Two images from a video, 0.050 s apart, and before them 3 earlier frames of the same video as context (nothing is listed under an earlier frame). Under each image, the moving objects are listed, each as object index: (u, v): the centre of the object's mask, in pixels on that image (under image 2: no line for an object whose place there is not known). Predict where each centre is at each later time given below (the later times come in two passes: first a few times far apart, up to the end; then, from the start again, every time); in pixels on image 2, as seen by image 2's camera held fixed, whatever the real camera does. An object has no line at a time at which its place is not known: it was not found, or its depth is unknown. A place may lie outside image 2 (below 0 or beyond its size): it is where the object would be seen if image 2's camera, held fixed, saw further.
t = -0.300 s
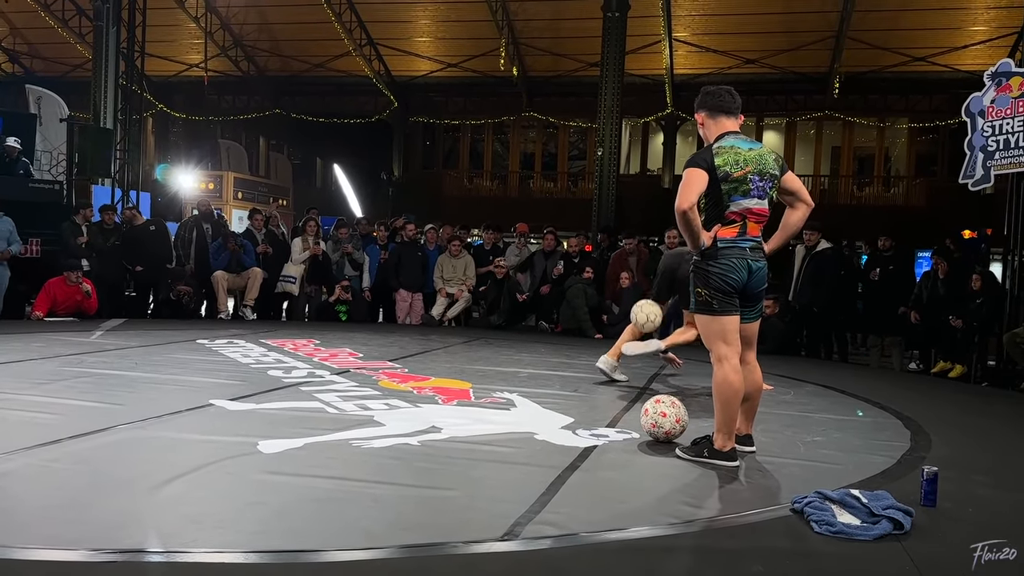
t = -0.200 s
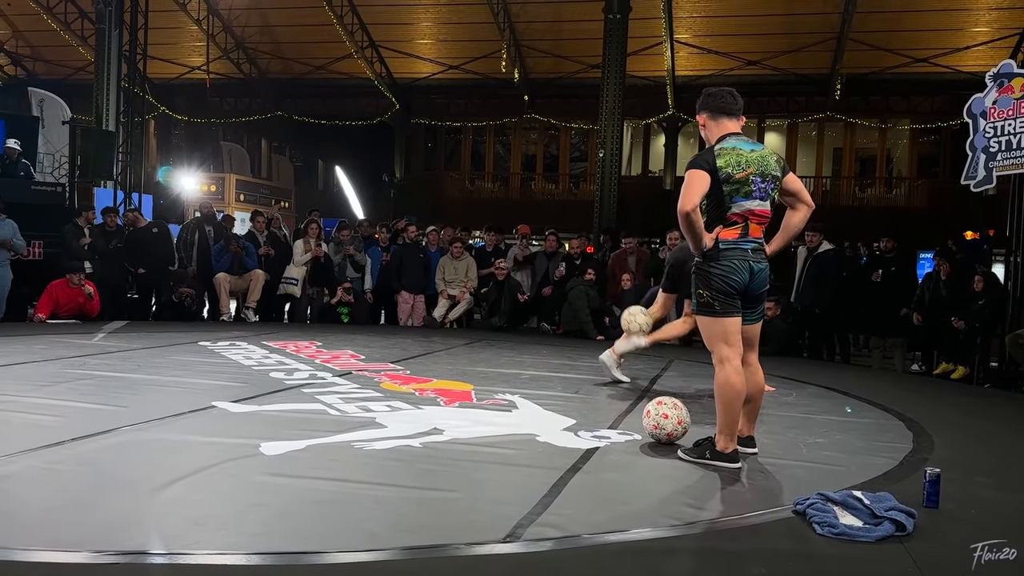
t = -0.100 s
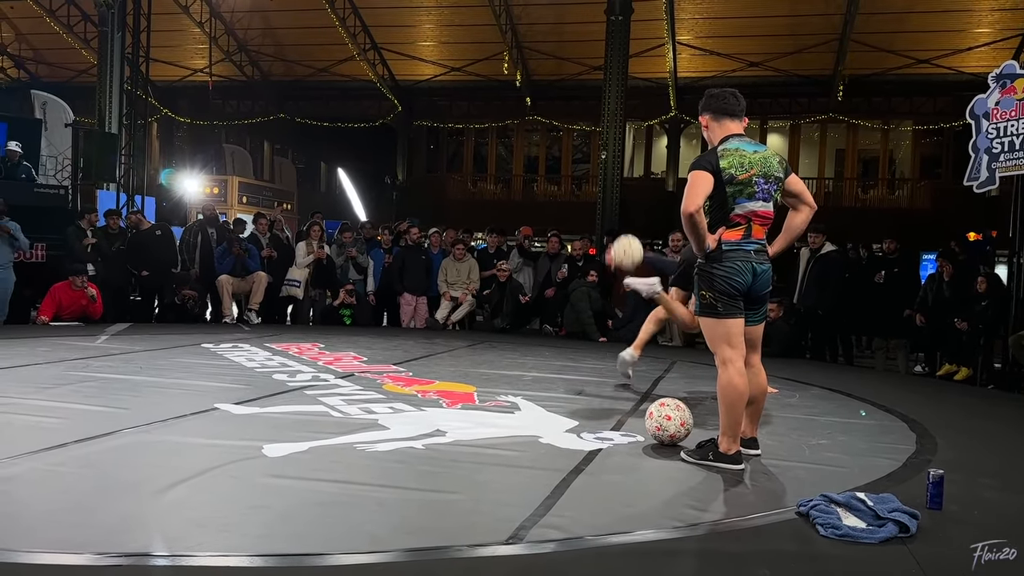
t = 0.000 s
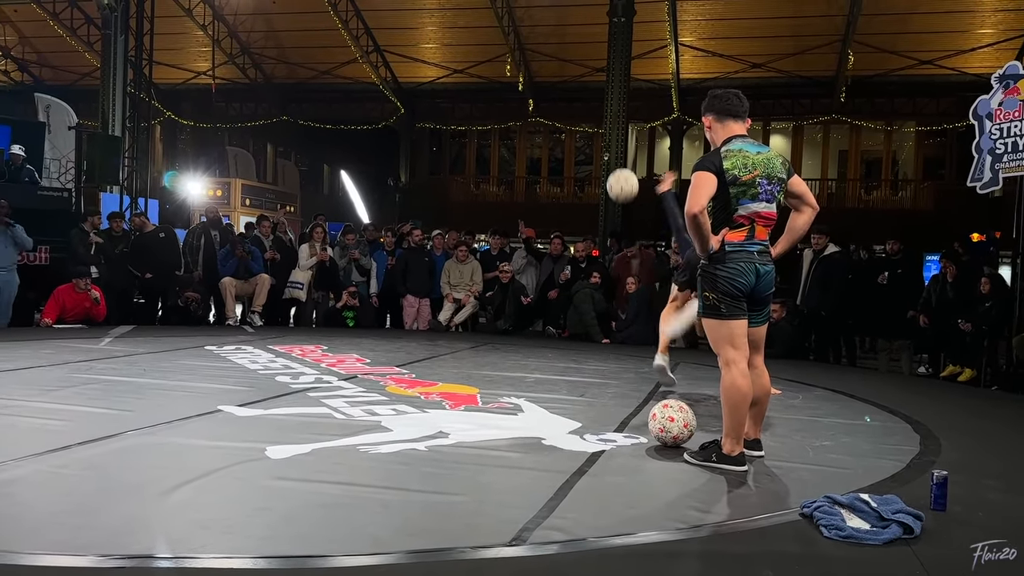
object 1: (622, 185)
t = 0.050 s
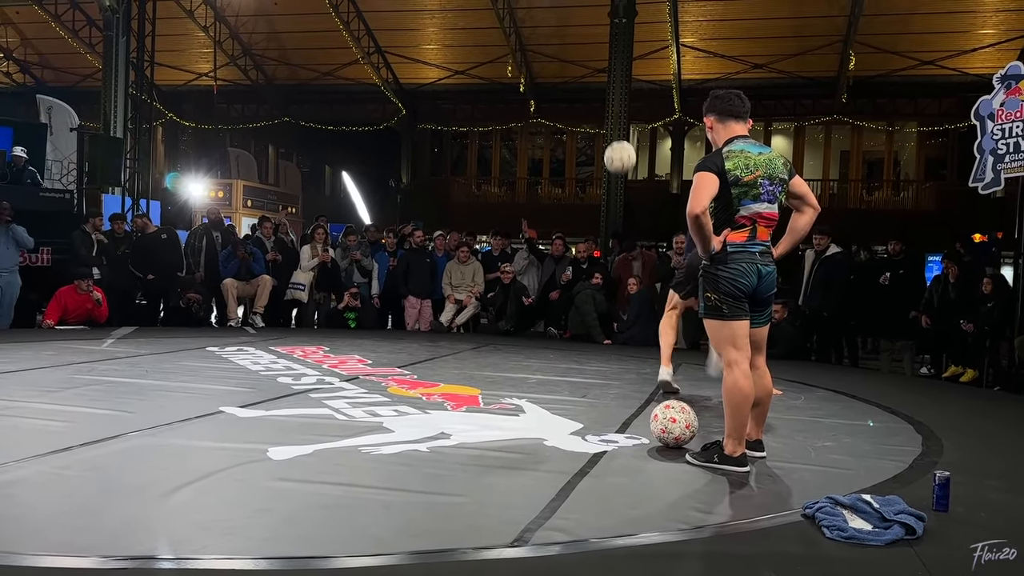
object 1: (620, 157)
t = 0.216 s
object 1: (606, 88)
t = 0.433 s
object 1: (586, 58)
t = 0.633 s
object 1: (565, 88)
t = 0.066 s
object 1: (619, 149)
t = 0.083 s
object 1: (617, 140)
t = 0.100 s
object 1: (616, 132)
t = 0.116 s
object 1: (615, 125)
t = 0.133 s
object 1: (613, 117)
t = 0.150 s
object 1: (612, 111)
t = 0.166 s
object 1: (610, 105)
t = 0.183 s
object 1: (609, 99)
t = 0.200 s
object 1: (608, 93)
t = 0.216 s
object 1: (606, 88)
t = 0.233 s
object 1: (605, 84)
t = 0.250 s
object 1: (603, 79)
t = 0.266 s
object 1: (602, 75)
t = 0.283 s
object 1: (600, 72)
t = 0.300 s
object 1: (599, 69)
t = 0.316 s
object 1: (597, 66)
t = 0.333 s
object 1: (595, 64)
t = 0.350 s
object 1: (594, 62)
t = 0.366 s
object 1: (592, 61)
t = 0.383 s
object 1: (591, 59)
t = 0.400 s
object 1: (589, 58)
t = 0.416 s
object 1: (587, 58)
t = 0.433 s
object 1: (586, 58)
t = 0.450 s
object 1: (584, 59)
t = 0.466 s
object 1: (583, 59)
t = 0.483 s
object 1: (581, 60)
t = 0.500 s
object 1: (579, 62)
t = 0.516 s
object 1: (577, 64)
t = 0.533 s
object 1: (575, 66)
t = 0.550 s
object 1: (574, 69)
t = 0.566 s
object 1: (572, 72)
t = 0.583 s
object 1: (570, 76)
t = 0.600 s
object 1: (568, 79)
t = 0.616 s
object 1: (566, 84)
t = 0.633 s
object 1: (565, 88)
